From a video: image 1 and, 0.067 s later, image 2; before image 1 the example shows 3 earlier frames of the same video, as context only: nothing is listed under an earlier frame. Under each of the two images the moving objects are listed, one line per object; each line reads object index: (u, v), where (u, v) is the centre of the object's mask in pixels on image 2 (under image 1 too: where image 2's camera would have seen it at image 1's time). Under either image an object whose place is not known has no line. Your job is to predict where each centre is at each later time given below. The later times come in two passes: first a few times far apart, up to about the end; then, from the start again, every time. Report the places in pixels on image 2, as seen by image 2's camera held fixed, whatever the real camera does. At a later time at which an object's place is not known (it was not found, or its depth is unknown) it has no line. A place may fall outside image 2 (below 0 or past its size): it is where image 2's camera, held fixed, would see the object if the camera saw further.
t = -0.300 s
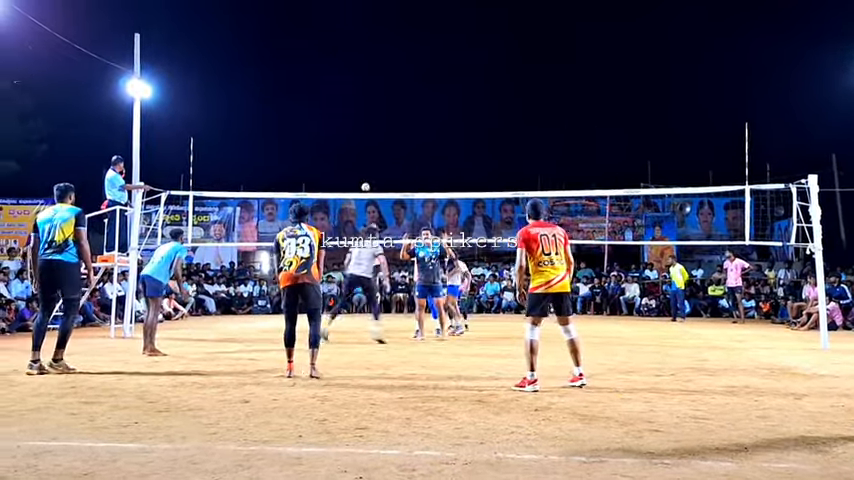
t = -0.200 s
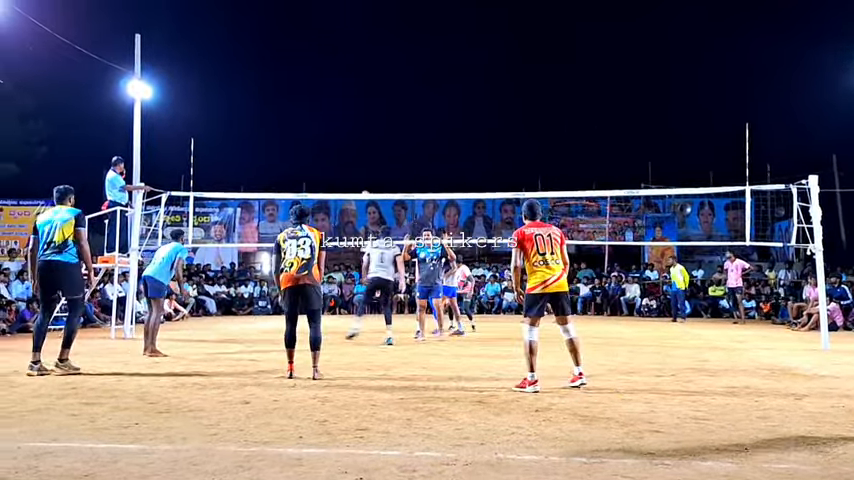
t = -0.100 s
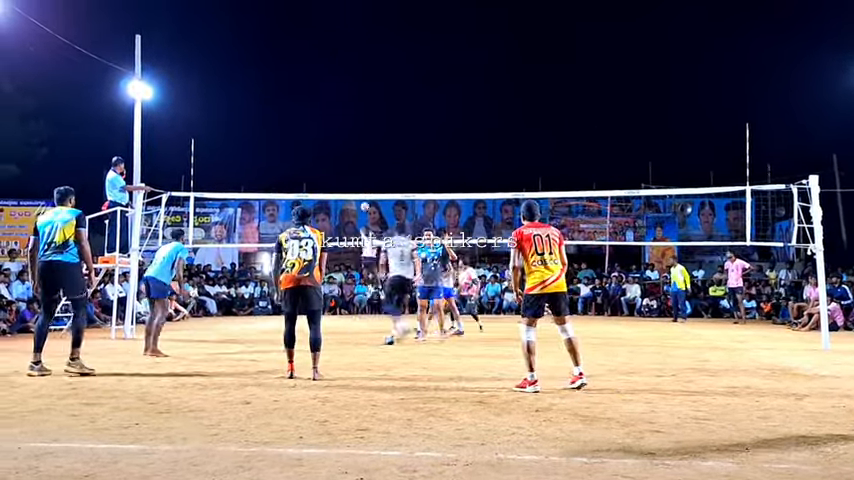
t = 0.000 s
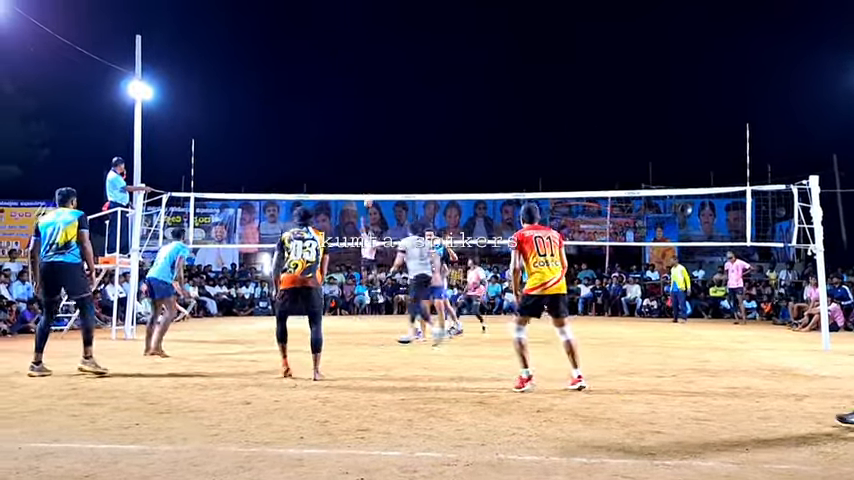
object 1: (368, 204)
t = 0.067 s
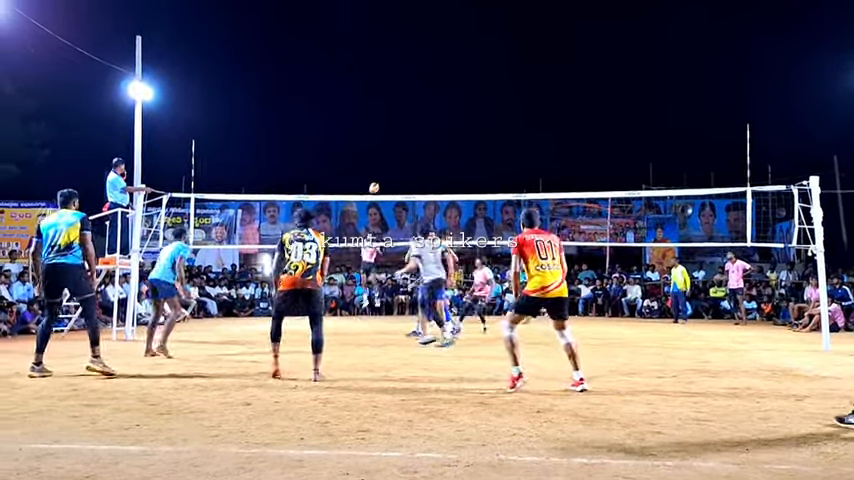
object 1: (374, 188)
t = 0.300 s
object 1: (402, 150)
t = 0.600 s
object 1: (470, 140)
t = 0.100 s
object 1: (377, 181)
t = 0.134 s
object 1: (380, 175)
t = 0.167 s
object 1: (384, 169)
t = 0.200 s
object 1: (387, 164)
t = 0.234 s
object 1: (392, 158)
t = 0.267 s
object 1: (396, 154)
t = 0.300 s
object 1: (402, 150)
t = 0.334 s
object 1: (407, 145)
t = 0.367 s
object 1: (413, 142)
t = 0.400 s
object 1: (419, 140)
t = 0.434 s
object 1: (425, 138)
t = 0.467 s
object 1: (433, 136)
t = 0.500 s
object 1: (441, 136)
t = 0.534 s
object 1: (450, 136)
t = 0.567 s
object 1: (459, 137)
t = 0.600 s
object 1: (470, 140)
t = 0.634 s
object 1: (480, 142)
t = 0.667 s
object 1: (492, 147)
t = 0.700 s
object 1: (506, 154)
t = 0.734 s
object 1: (519, 161)
